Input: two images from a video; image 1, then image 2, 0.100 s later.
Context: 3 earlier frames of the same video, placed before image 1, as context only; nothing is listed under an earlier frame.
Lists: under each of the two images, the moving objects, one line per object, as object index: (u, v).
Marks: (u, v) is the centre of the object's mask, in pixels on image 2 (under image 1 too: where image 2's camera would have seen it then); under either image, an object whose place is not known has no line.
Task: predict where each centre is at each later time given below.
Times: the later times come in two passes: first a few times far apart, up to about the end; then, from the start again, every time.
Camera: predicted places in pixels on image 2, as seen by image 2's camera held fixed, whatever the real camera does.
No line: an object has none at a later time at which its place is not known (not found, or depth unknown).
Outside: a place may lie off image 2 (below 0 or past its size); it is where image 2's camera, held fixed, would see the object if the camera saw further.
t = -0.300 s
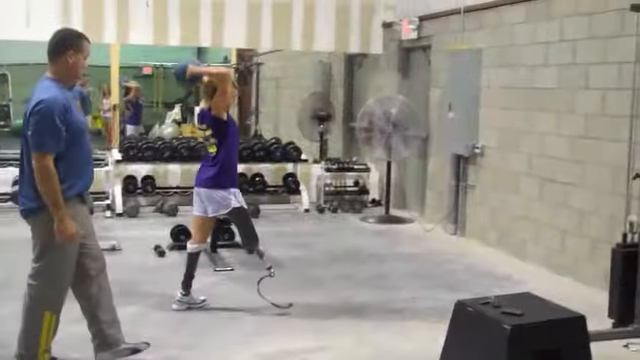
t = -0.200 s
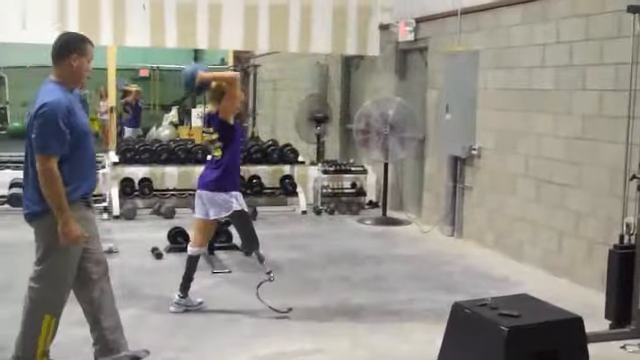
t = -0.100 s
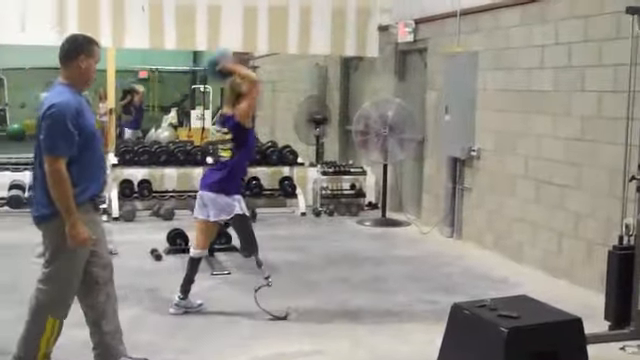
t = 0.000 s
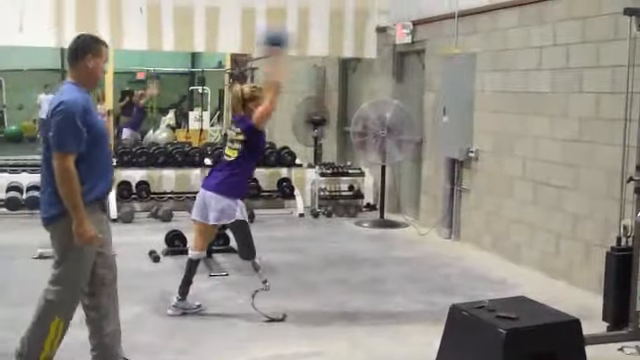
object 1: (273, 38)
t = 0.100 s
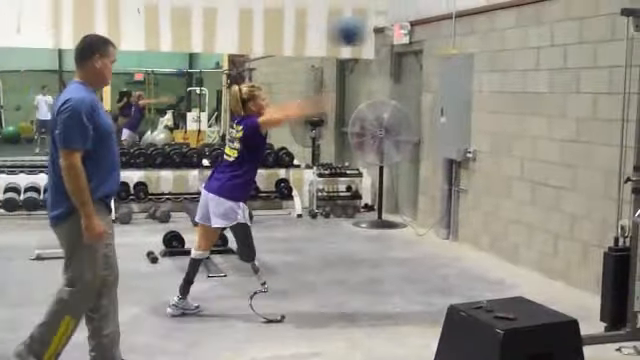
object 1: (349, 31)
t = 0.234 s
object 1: (443, 41)
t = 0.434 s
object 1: (569, 92)
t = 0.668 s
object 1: (516, 174)
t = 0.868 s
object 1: (415, 298)
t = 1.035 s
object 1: (360, 234)
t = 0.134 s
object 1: (371, 29)
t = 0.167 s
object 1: (399, 30)
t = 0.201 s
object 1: (421, 34)
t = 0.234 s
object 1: (443, 41)
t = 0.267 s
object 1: (467, 46)
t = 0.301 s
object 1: (489, 52)
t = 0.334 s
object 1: (511, 60)
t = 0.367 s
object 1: (531, 70)
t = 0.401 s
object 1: (551, 79)
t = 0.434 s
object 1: (569, 92)
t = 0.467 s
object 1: (593, 107)
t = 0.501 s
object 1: (595, 116)
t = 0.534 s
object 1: (577, 124)
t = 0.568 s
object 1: (562, 133)
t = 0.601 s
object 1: (547, 145)
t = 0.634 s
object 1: (533, 158)
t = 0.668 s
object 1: (516, 174)
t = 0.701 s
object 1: (500, 190)
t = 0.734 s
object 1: (484, 209)
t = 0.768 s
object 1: (468, 228)
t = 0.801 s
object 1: (449, 250)
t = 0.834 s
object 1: (433, 270)
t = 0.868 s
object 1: (415, 298)
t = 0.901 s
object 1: (403, 295)
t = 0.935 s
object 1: (393, 278)
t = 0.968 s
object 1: (381, 261)
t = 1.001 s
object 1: (371, 247)
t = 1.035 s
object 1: (360, 234)
